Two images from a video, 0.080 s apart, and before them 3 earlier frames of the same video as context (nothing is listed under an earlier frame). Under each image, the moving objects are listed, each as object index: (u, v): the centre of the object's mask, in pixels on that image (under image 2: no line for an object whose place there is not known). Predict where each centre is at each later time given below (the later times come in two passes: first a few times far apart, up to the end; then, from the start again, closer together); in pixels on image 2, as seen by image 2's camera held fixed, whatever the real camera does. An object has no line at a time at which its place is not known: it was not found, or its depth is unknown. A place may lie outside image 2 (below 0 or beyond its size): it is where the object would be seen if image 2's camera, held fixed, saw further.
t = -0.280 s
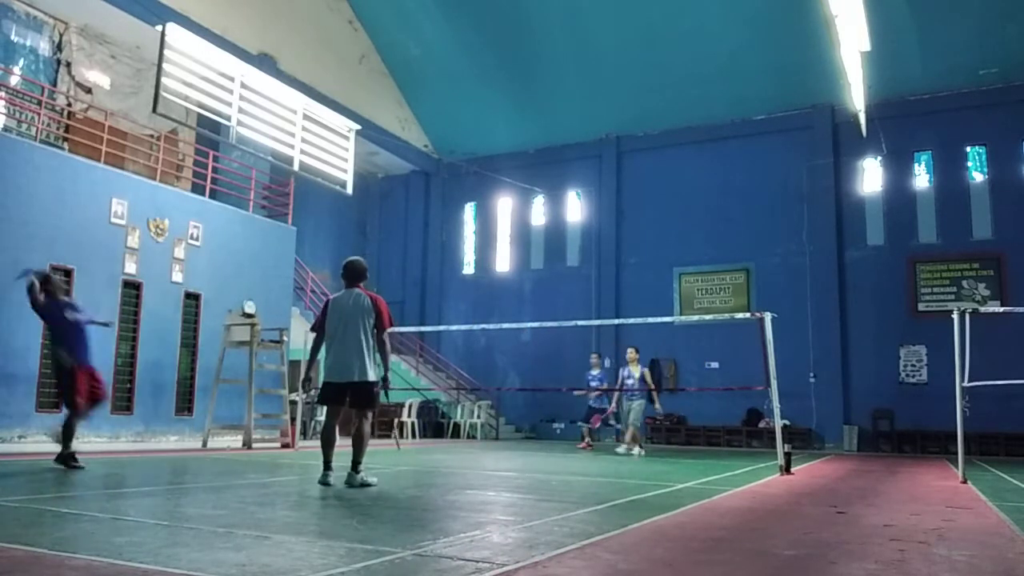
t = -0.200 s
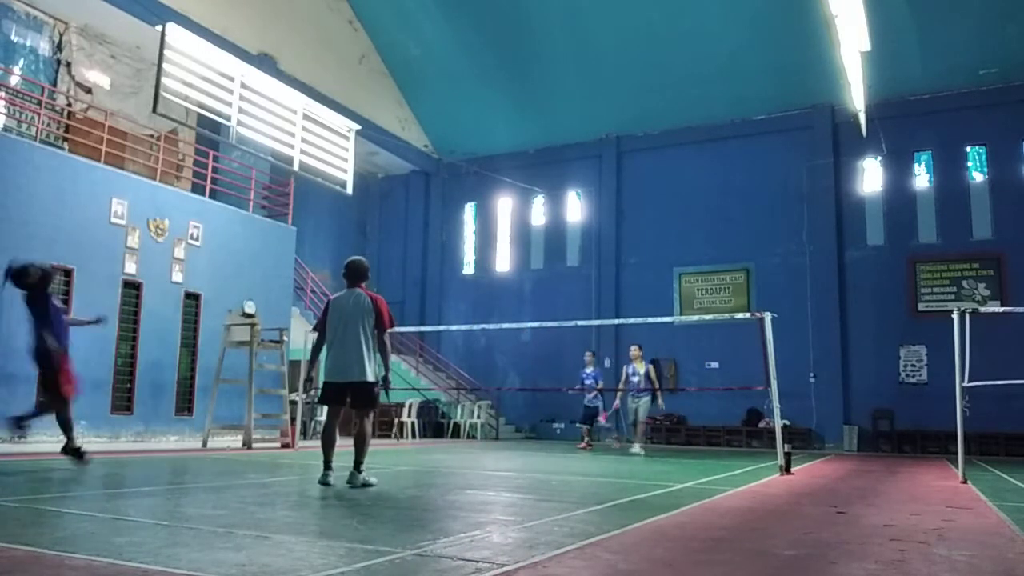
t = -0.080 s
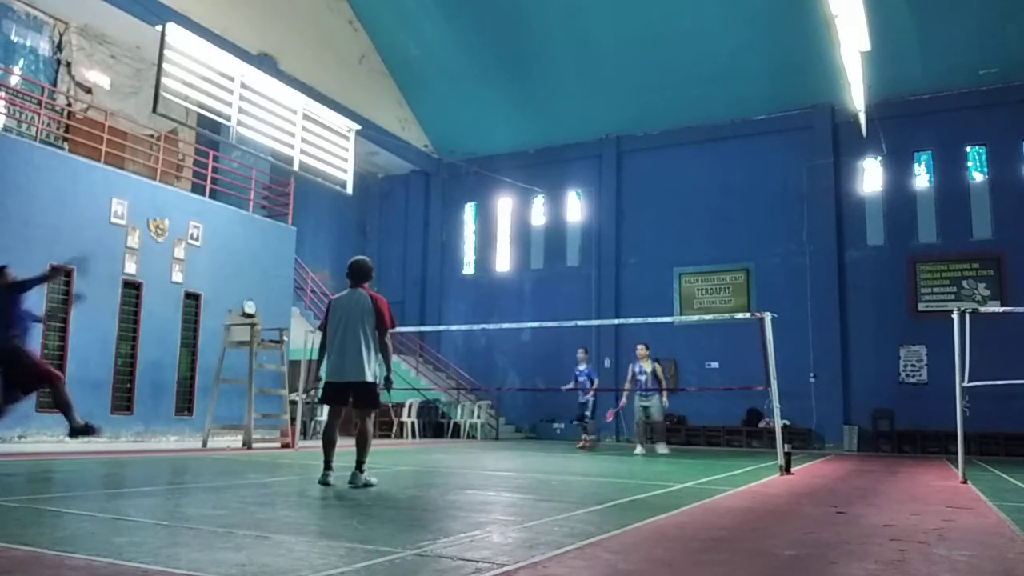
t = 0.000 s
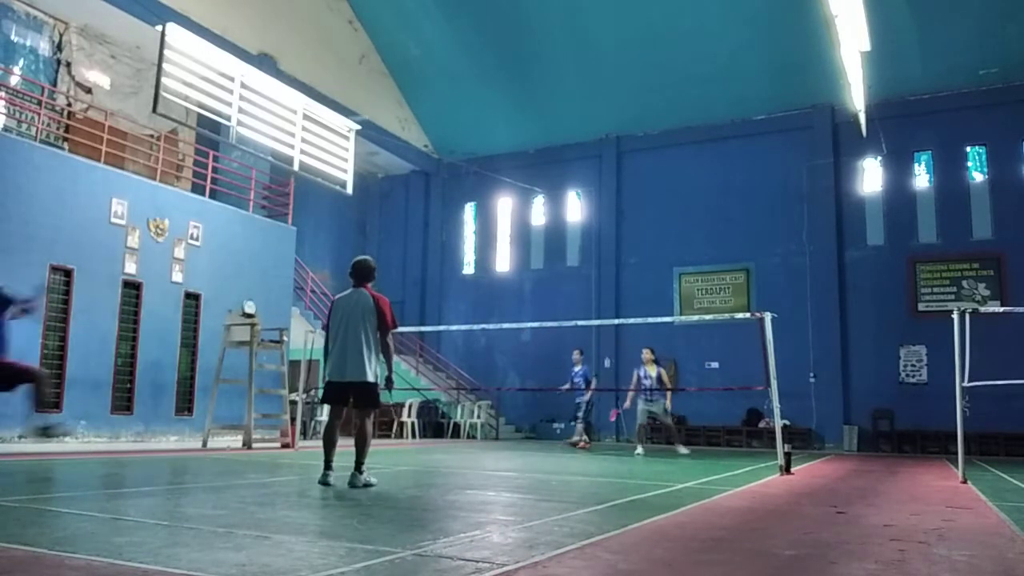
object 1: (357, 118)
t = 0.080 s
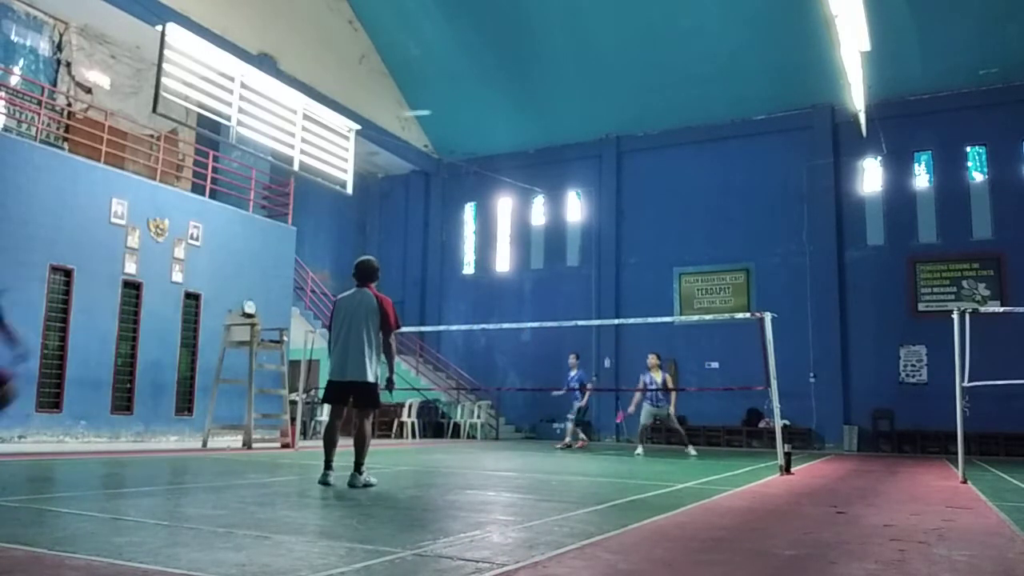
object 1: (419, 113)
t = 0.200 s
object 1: (475, 114)
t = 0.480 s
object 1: (547, 140)
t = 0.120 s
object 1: (440, 112)
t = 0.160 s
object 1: (459, 112)
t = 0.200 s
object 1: (475, 114)
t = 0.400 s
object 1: (531, 130)
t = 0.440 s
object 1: (540, 135)
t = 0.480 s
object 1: (547, 140)
